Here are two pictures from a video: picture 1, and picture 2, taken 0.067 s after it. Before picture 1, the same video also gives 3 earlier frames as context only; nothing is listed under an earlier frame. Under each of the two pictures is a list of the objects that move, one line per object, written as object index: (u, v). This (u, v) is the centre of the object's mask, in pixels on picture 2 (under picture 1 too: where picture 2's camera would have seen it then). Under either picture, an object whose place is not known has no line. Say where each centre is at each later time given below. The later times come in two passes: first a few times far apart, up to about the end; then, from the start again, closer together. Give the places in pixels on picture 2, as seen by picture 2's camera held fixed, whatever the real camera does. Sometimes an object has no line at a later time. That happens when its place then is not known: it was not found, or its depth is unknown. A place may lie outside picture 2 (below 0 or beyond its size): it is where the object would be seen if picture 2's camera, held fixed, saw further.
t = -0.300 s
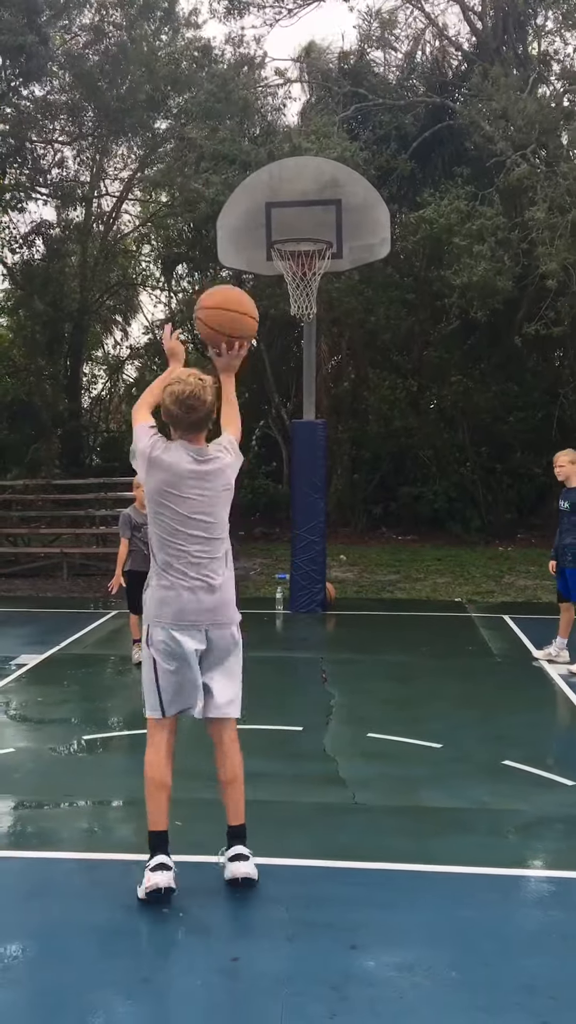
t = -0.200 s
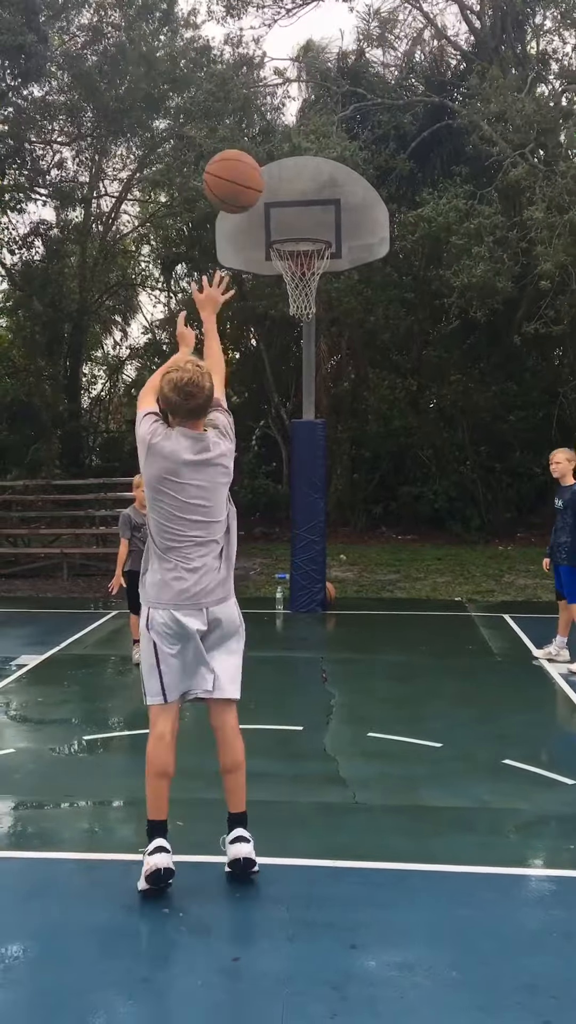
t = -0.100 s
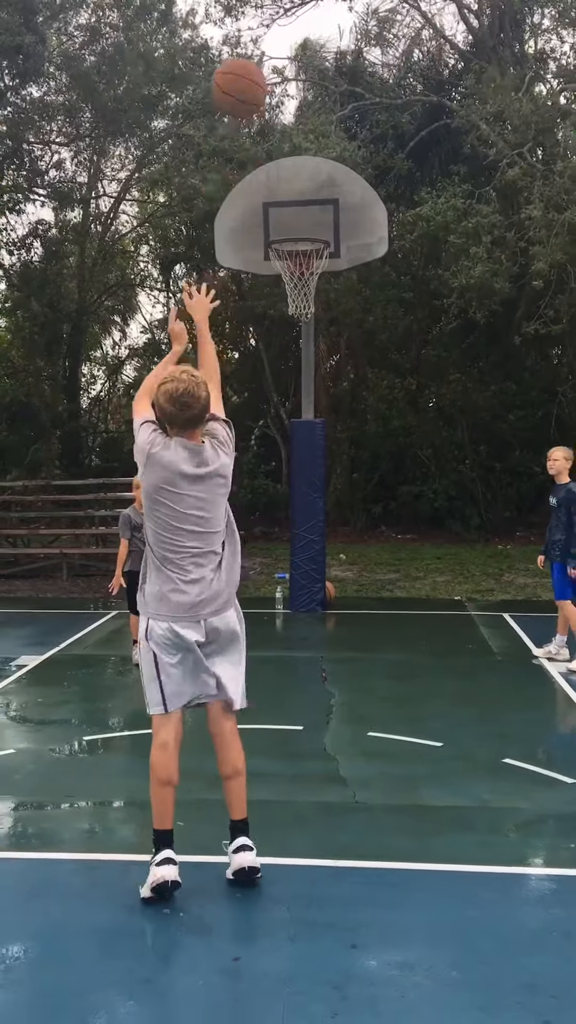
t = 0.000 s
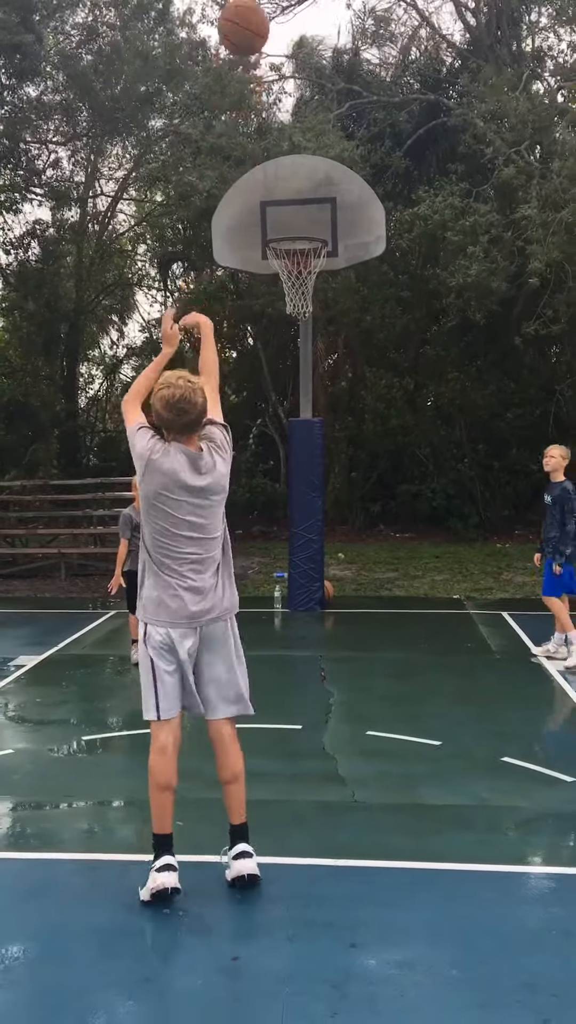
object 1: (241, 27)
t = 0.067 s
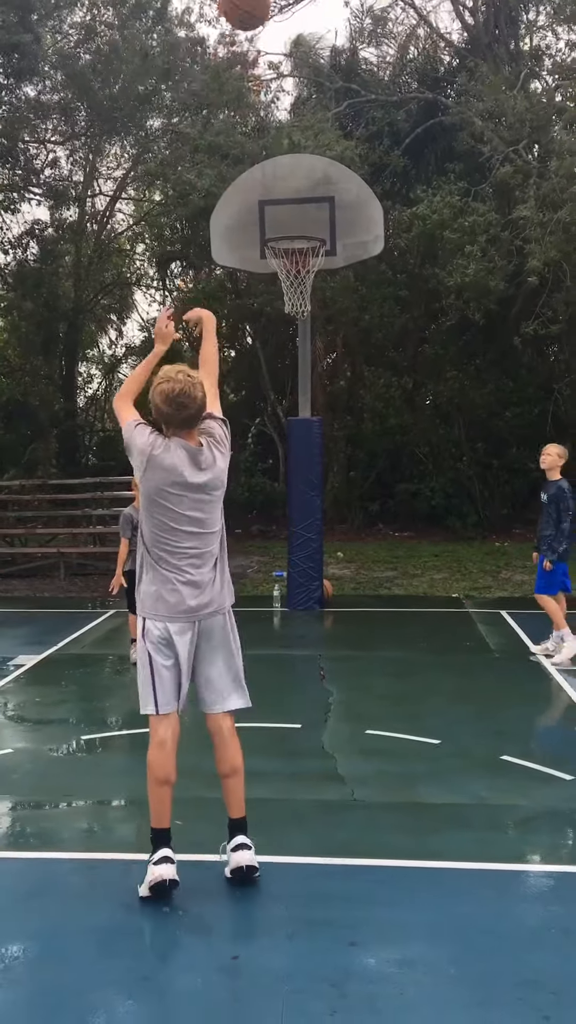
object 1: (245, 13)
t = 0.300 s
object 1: (260, 12)
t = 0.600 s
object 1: (274, 112)
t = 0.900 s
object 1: (288, 210)
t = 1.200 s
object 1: (296, 199)
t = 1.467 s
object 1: (302, 281)
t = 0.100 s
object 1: (245, 10)
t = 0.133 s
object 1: (249, 8)
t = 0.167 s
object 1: (251, 7)
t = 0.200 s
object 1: (253, 7)
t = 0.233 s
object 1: (255, 8)
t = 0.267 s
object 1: (257, 10)
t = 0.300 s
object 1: (260, 12)
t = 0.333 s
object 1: (261, 15)
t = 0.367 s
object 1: (263, 20)
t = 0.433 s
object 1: (266, 36)
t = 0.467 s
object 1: (267, 50)
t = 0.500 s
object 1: (270, 64)
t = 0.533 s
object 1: (271, 79)
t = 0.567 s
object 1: (272, 96)
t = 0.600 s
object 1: (274, 112)
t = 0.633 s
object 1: (275, 131)
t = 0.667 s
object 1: (276, 152)
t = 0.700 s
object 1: (278, 173)
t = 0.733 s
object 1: (279, 194)
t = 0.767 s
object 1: (281, 216)
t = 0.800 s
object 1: (282, 219)
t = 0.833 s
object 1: (284, 215)
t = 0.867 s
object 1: (286, 211)
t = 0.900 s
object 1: (288, 210)
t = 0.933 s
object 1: (291, 210)
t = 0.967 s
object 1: (292, 211)
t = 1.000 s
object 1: (292, 207)
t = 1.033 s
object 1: (293, 200)
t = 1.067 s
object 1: (294, 196)
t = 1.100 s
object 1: (294, 195)
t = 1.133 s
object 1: (295, 195)
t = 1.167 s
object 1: (296, 196)
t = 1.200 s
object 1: (296, 199)
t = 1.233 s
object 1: (297, 203)
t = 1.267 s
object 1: (298, 210)
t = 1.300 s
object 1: (299, 217)
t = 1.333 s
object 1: (299, 227)
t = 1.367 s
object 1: (299, 238)
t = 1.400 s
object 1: (300, 251)
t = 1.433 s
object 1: (301, 265)
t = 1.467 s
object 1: (302, 281)
